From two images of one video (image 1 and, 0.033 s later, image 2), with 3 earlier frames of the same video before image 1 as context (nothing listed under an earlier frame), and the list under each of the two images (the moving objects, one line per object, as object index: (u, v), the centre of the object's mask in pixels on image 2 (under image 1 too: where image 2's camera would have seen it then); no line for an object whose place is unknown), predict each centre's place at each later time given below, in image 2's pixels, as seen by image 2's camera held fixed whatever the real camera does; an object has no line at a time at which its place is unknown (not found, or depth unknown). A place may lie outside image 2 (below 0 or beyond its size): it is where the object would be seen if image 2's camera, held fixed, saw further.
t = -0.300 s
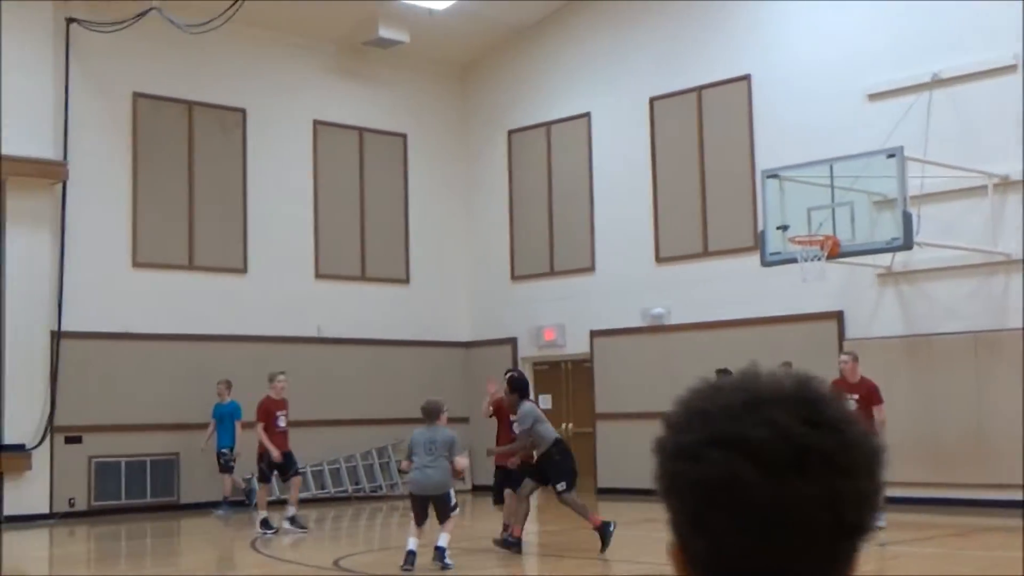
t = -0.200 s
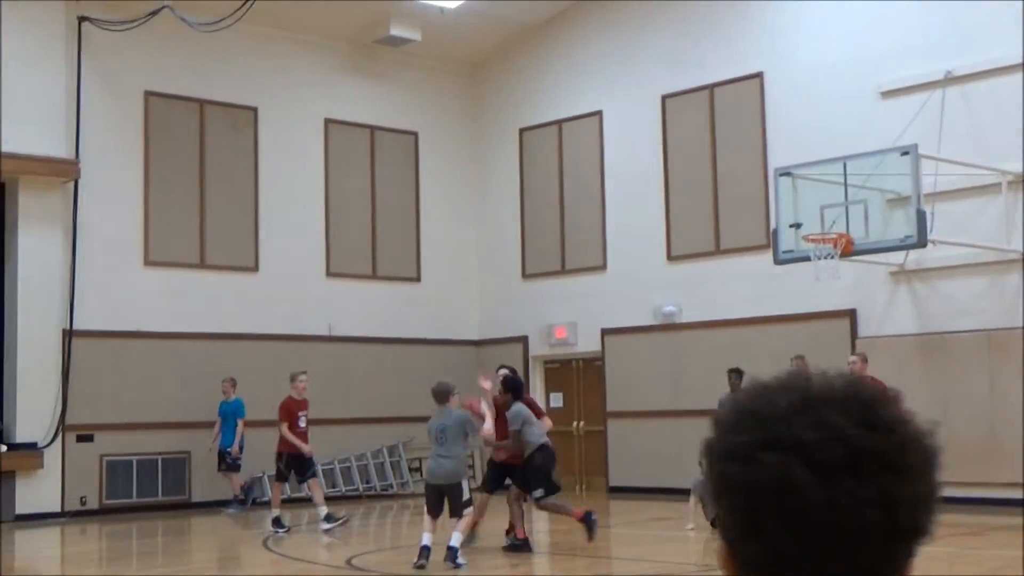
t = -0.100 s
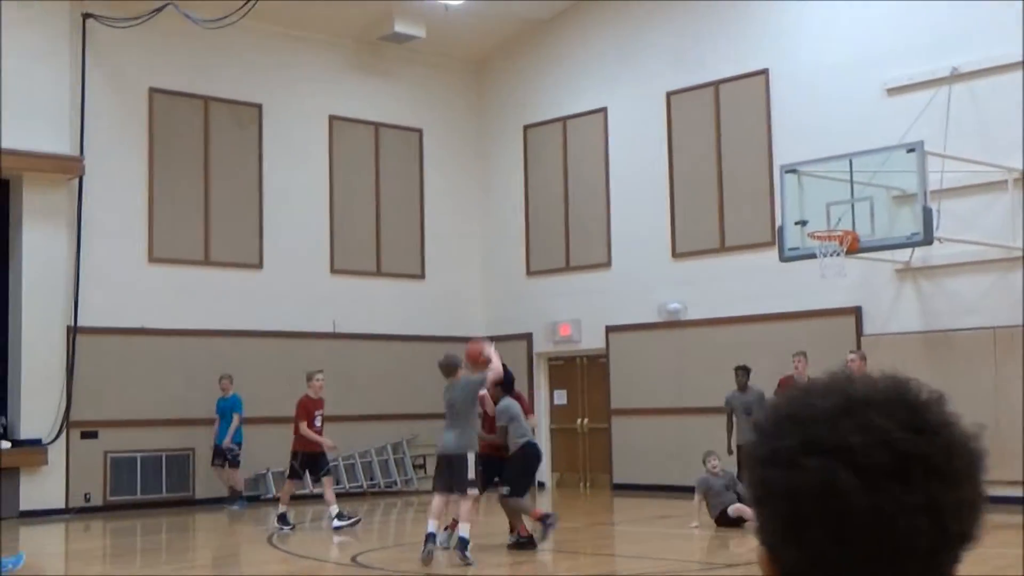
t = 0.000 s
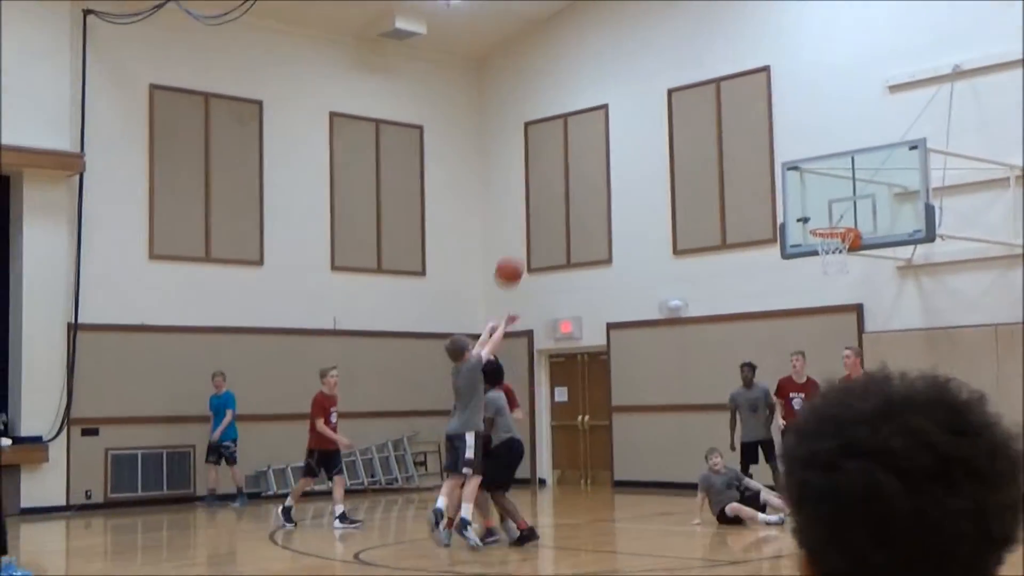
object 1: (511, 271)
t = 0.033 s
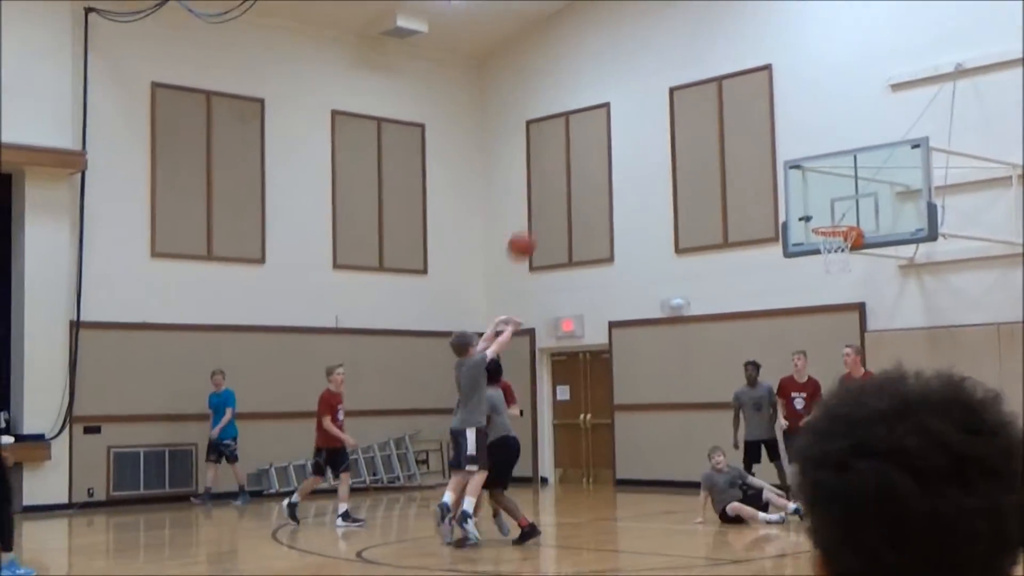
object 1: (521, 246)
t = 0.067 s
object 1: (533, 222)
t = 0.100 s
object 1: (542, 203)
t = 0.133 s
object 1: (553, 182)
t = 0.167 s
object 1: (561, 163)
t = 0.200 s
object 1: (570, 146)
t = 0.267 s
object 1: (590, 116)
